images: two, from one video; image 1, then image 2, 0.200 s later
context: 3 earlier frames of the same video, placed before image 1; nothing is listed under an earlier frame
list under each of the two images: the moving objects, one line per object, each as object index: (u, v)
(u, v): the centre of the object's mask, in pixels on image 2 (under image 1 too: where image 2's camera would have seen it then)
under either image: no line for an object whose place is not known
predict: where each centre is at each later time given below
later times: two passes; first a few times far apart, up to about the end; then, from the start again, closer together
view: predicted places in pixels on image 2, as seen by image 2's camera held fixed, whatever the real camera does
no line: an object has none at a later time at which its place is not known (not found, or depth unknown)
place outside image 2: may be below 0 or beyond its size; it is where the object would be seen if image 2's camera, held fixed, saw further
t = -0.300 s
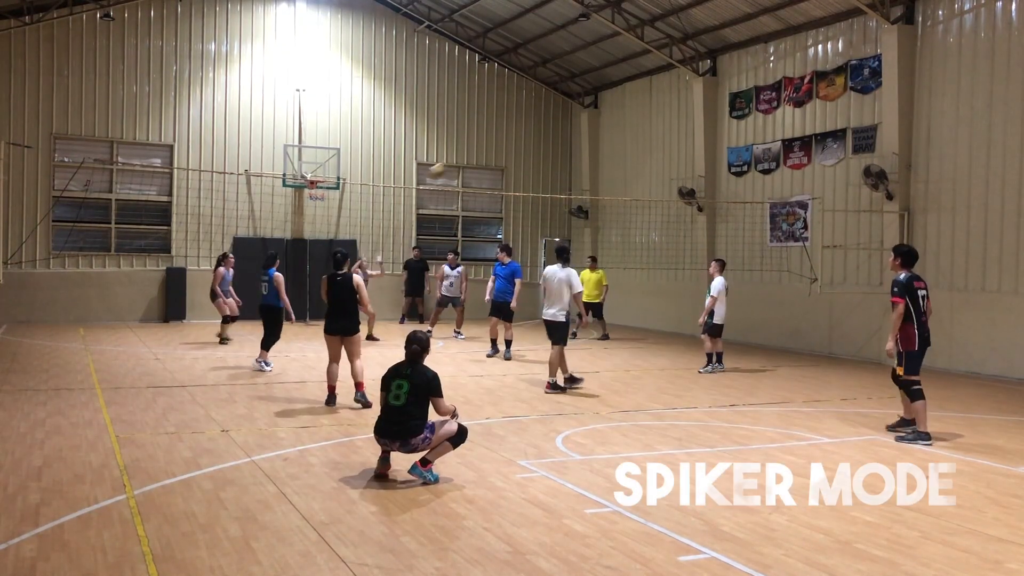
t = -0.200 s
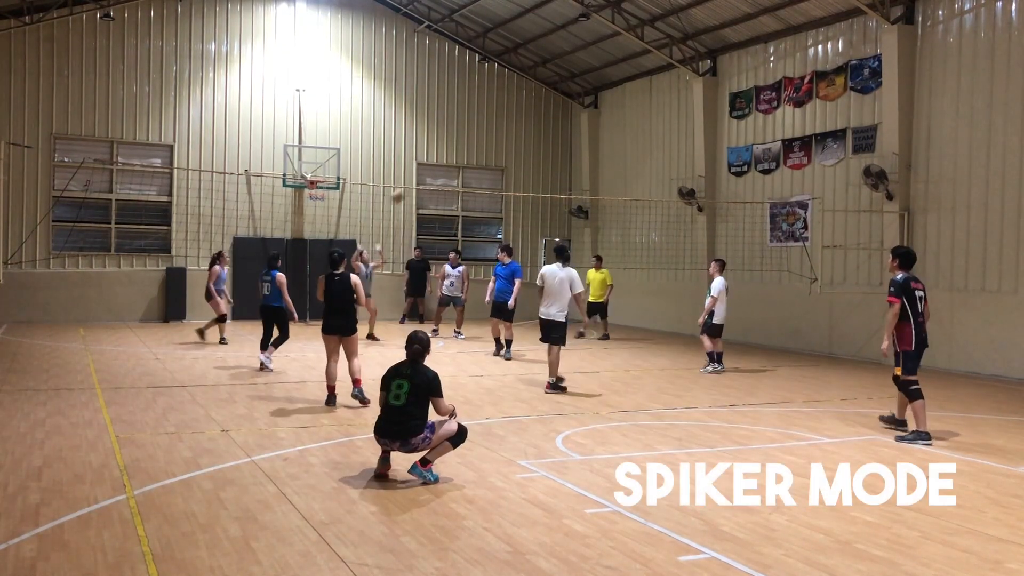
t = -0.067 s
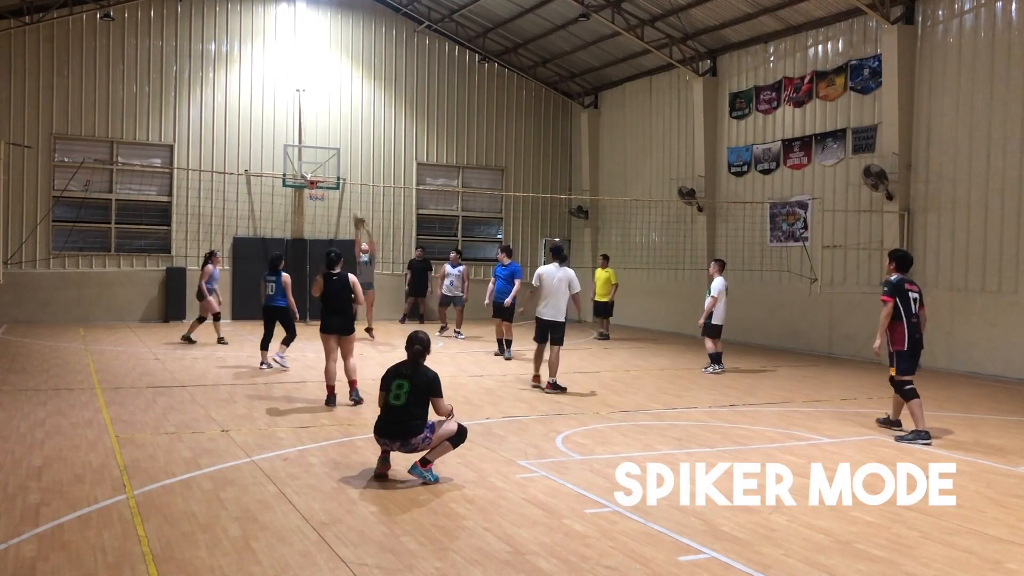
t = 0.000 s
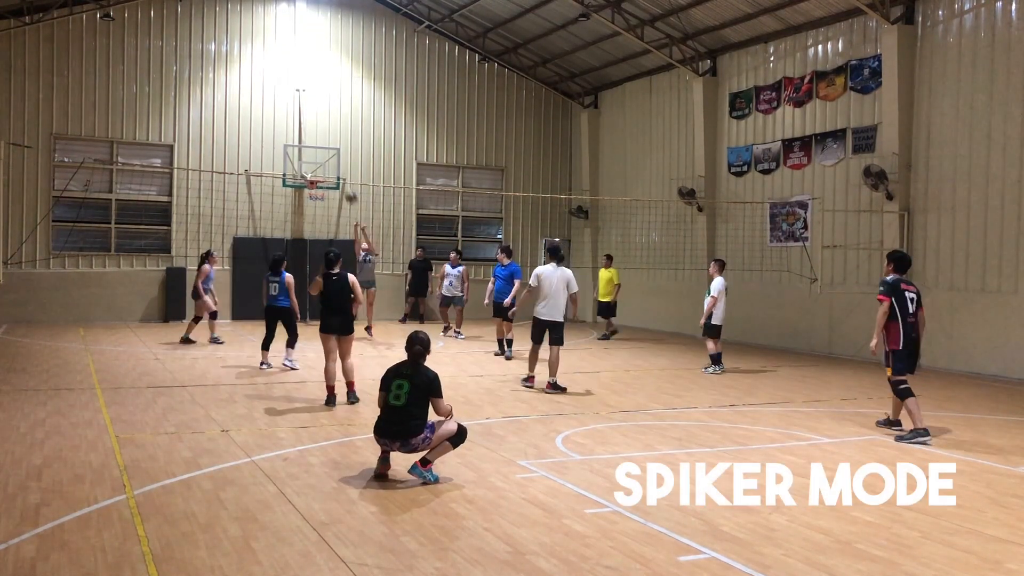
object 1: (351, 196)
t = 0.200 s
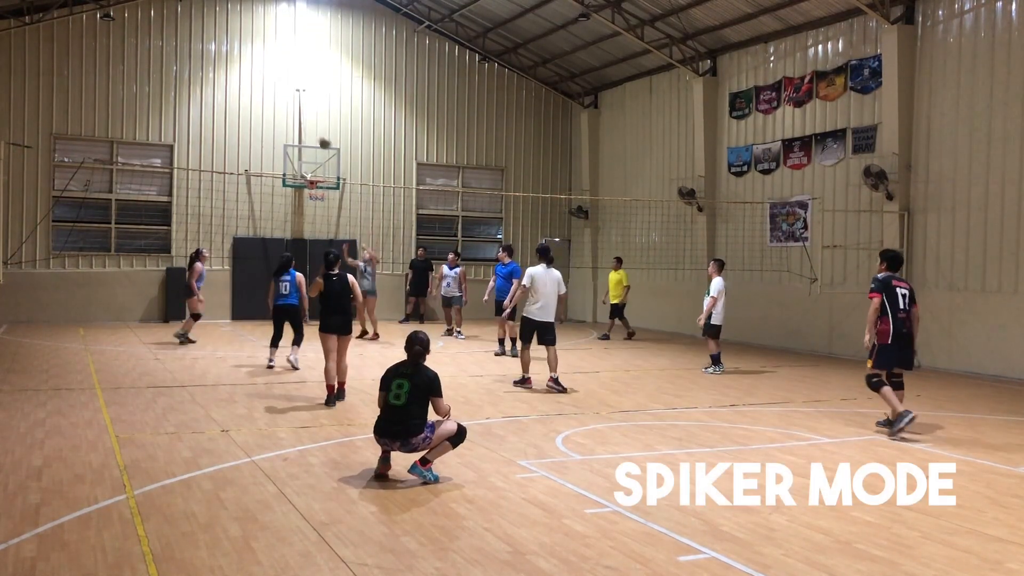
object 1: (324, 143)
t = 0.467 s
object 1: (287, 104)
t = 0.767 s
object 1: (241, 111)
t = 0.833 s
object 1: (230, 121)
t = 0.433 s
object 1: (292, 107)
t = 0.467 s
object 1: (287, 104)
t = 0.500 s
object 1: (282, 102)
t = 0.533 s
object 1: (277, 101)
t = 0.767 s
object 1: (241, 111)
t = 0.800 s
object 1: (236, 116)
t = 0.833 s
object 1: (230, 121)
